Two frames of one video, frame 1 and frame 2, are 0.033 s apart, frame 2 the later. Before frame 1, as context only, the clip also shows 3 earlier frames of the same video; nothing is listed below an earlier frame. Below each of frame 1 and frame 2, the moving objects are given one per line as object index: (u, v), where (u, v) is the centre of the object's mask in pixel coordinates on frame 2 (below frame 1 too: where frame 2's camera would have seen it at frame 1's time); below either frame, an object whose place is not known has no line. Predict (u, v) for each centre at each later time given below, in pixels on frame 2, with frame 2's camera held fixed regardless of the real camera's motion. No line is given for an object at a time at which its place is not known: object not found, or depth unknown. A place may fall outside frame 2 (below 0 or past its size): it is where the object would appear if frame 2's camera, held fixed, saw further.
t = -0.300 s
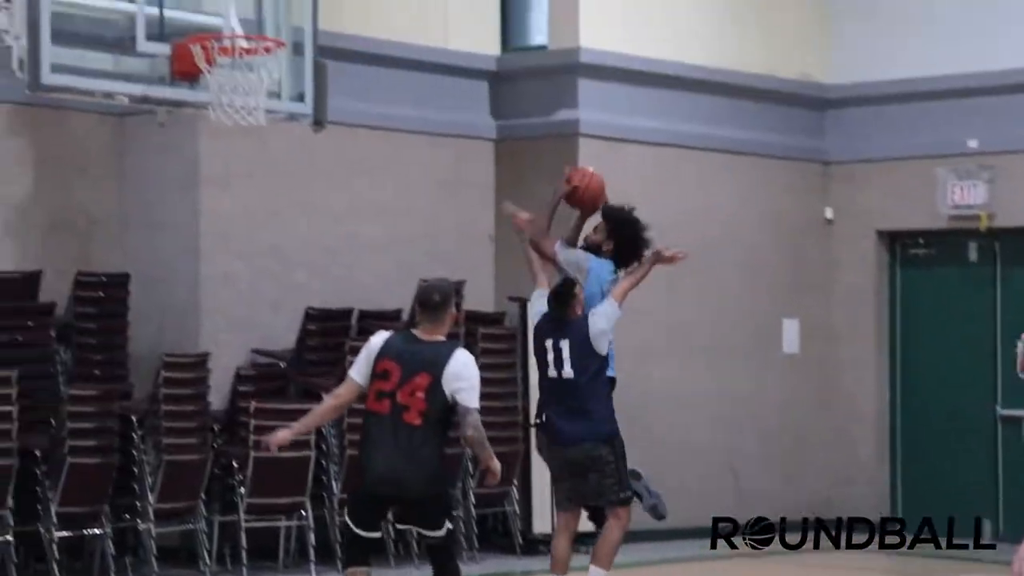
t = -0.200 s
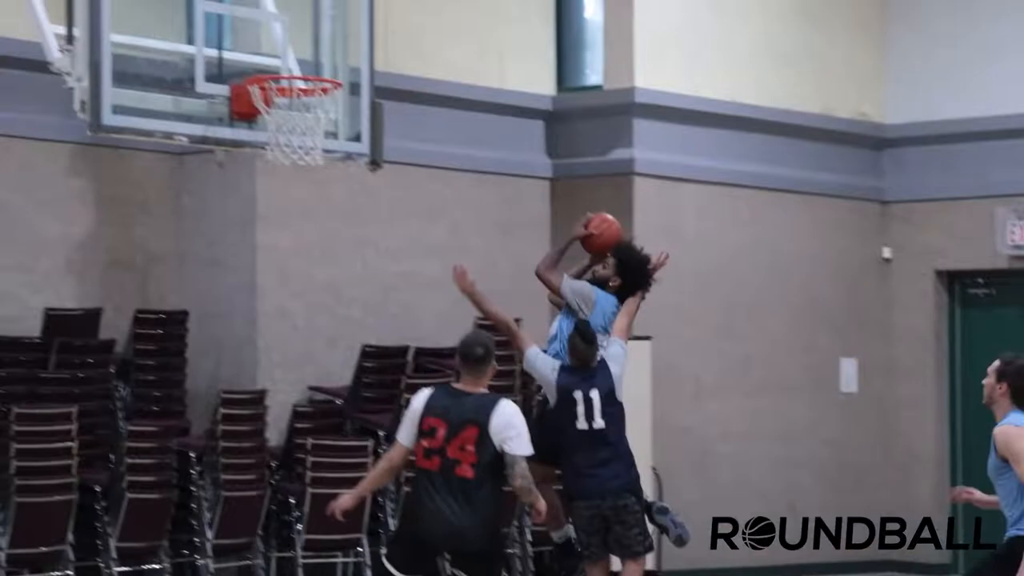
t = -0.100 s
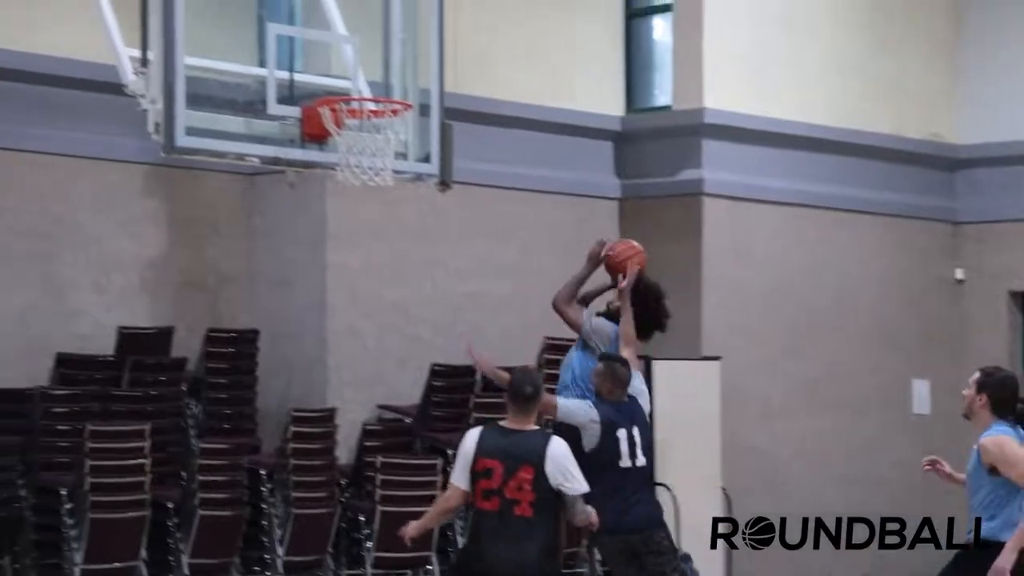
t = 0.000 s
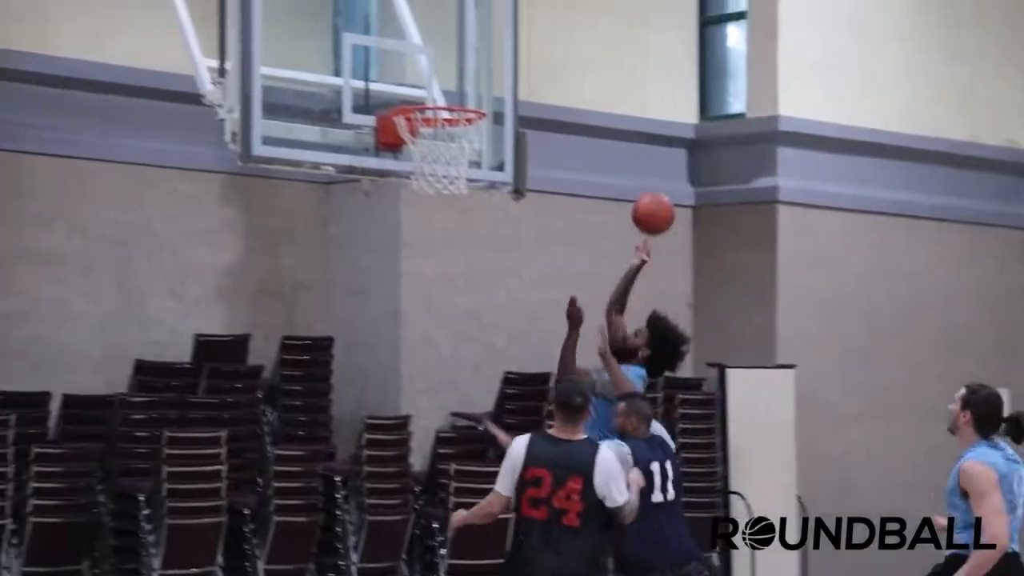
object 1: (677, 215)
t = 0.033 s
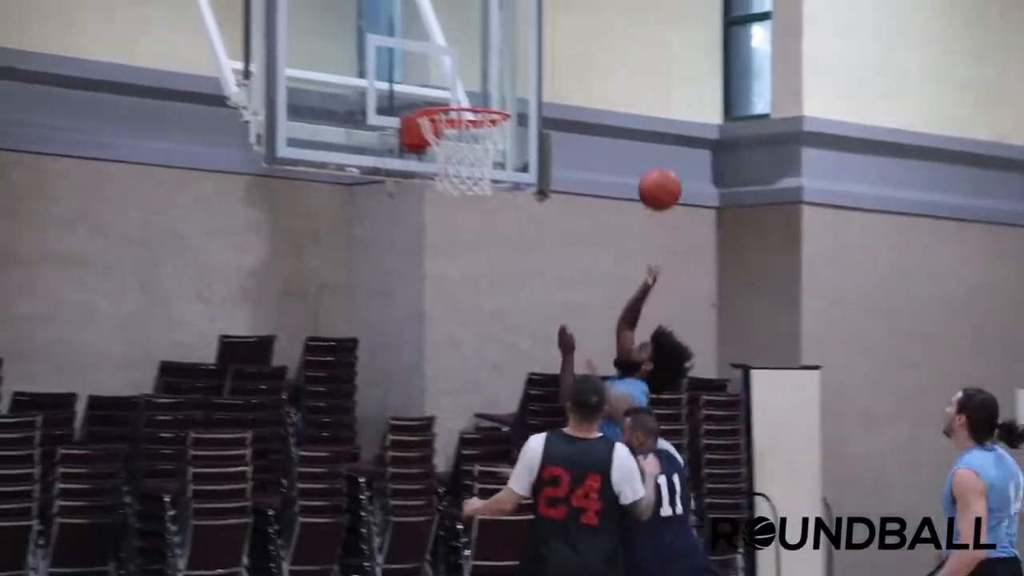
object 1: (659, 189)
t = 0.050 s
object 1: (650, 177)
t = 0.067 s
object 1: (642, 163)
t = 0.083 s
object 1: (633, 152)
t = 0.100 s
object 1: (623, 142)
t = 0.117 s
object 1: (614, 132)
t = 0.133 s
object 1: (605, 121)
